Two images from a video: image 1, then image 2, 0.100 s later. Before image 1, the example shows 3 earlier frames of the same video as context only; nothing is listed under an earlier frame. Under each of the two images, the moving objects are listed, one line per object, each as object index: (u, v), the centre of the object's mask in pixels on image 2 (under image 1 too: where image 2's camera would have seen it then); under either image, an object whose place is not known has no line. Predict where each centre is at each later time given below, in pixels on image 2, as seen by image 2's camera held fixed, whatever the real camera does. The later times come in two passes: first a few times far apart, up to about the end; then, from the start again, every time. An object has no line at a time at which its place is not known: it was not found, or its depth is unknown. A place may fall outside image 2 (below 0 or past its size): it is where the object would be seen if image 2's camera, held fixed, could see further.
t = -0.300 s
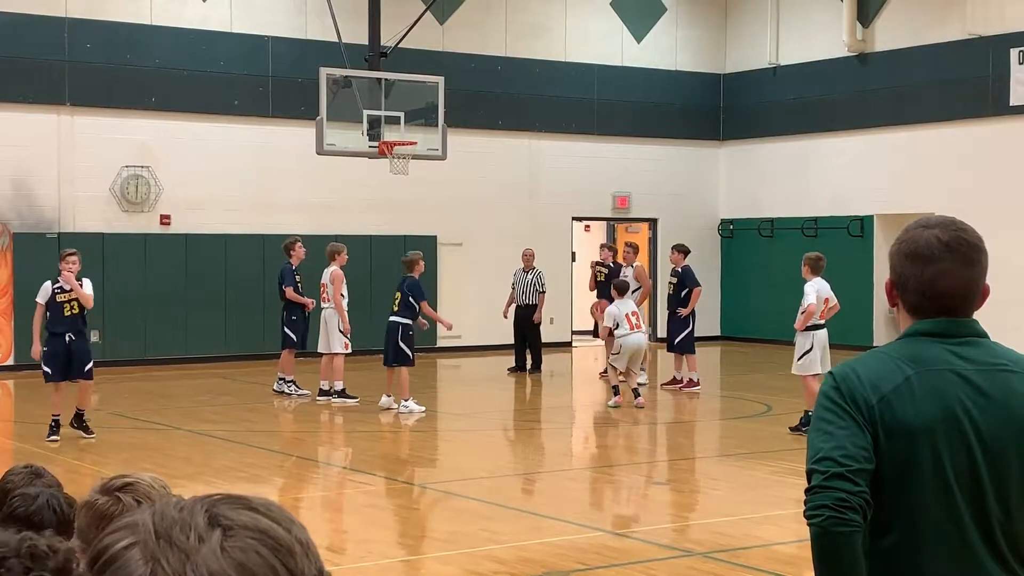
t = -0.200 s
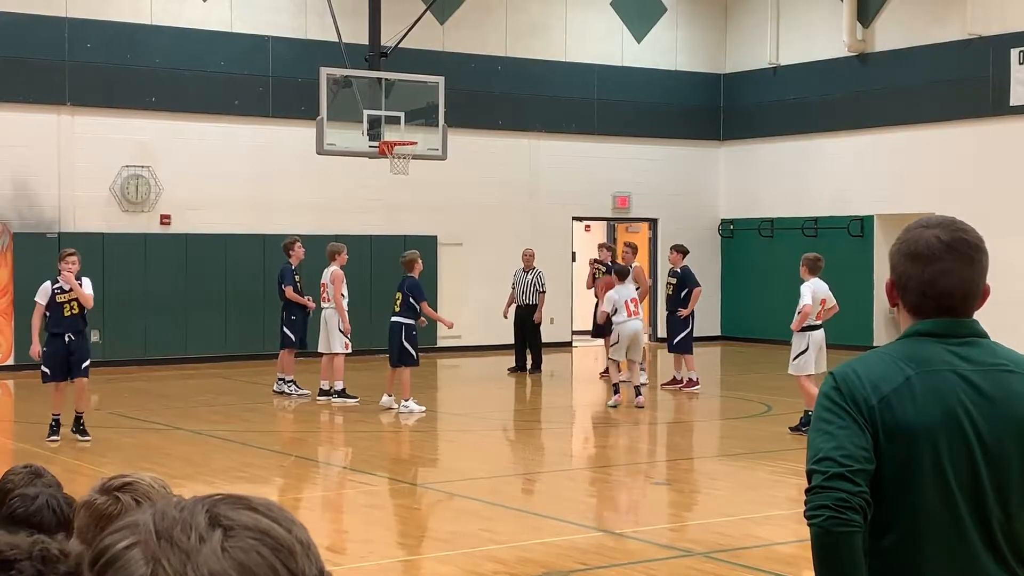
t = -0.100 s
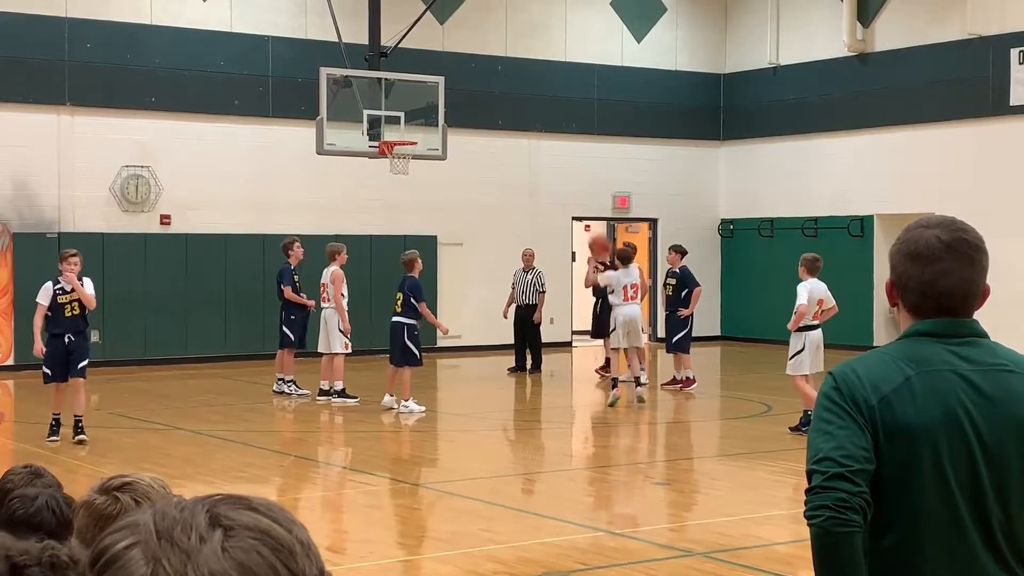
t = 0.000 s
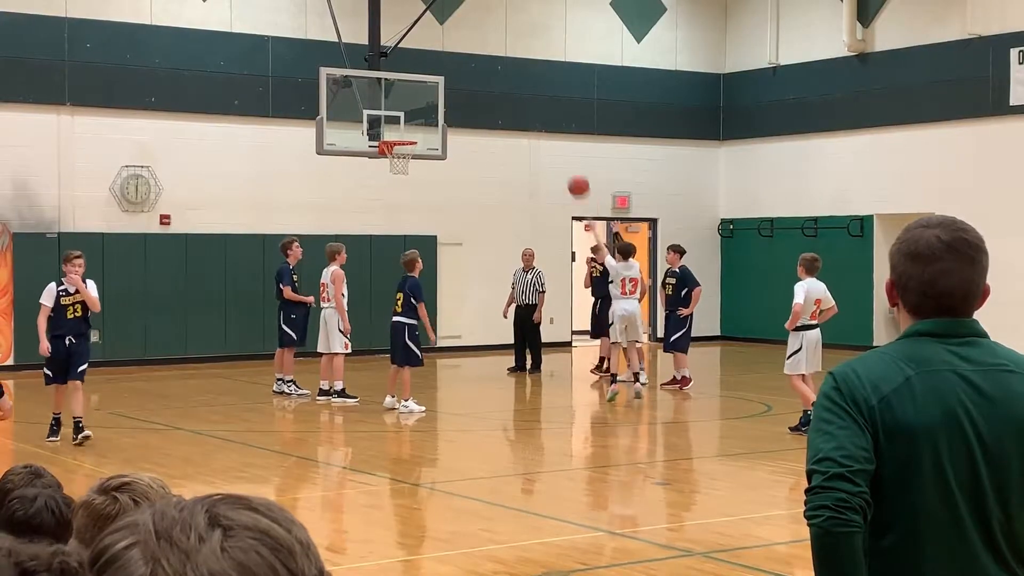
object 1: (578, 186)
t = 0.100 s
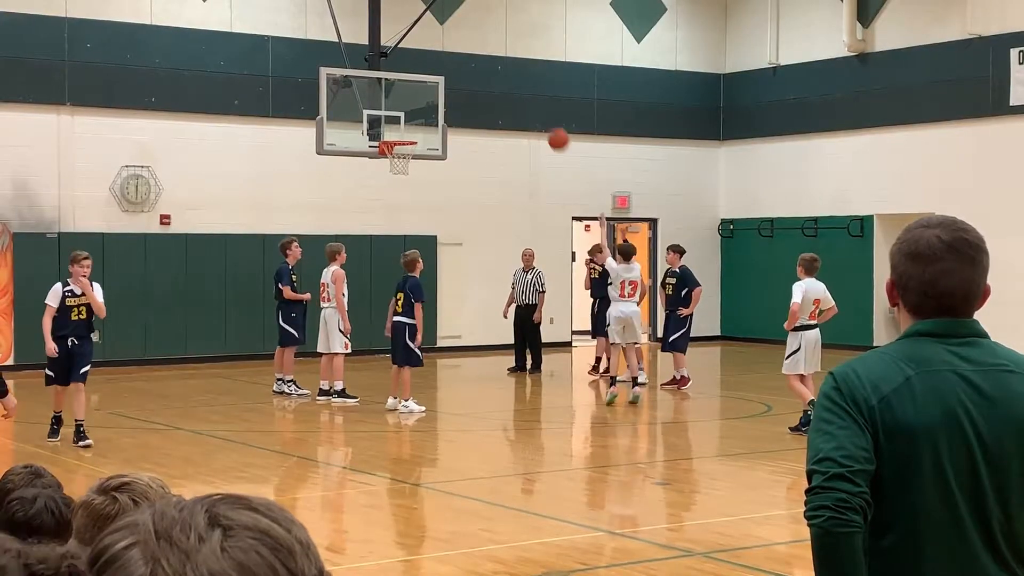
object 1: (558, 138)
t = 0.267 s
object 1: (526, 85)
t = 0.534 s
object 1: (479, 51)
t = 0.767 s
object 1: (443, 67)
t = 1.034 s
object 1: (404, 133)
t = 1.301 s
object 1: (371, 81)
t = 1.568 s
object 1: (338, 78)
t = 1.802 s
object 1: (308, 120)
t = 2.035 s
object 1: (278, 208)
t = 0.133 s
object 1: (552, 125)
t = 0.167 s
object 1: (545, 115)
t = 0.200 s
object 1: (539, 103)
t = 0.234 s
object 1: (532, 93)
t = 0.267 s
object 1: (526, 85)
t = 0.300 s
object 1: (521, 77)
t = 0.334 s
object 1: (514, 71)
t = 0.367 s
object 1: (508, 65)
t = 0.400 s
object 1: (502, 60)
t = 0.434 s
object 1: (496, 56)
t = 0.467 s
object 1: (491, 54)
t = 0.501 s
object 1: (485, 52)
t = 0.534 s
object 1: (479, 51)
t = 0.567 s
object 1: (474, 50)
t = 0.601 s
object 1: (468, 52)
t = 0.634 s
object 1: (463, 53)
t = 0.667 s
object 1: (457, 56)
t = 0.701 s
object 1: (452, 59)
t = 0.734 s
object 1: (447, 61)
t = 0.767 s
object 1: (443, 67)
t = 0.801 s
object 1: (437, 73)
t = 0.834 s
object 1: (432, 80)
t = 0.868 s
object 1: (427, 88)
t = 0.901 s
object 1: (423, 94)
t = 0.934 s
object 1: (418, 103)
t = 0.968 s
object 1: (413, 113)
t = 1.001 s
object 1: (409, 123)
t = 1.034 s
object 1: (404, 133)
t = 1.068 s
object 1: (400, 127)
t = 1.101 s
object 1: (396, 119)
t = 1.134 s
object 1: (392, 110)
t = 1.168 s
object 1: (387, 103)
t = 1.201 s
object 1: (384, 95)
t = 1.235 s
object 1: (379, 90)
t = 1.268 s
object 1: (374, 85)
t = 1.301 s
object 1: (371, 81)
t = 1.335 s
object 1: (367, 77)
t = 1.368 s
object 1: (363, 74)
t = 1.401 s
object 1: (359, 73)
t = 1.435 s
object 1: (355, 72)
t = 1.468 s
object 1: (350, 72)
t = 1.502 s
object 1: (346, 72)
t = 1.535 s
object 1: (342, 75)
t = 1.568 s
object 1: (338, 78)
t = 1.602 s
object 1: (334, 81)
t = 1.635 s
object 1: (330, 85)
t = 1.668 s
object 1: (325, 91)
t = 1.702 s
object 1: (320, 97)
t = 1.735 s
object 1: (316, 103)
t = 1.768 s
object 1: (312, 111)
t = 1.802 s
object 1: (308, 120)
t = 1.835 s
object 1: (304, 130)
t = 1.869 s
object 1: (300, 140)
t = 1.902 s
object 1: (295, 153)
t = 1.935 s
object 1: (291, 165)
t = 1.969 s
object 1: (287, 178)
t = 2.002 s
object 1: (283, 193)
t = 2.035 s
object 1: (278, 208)
